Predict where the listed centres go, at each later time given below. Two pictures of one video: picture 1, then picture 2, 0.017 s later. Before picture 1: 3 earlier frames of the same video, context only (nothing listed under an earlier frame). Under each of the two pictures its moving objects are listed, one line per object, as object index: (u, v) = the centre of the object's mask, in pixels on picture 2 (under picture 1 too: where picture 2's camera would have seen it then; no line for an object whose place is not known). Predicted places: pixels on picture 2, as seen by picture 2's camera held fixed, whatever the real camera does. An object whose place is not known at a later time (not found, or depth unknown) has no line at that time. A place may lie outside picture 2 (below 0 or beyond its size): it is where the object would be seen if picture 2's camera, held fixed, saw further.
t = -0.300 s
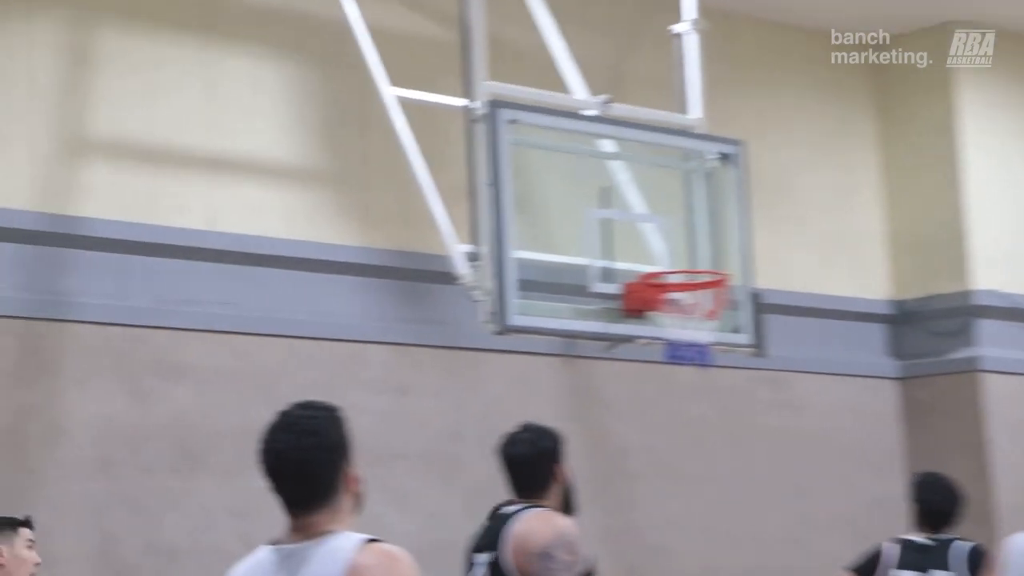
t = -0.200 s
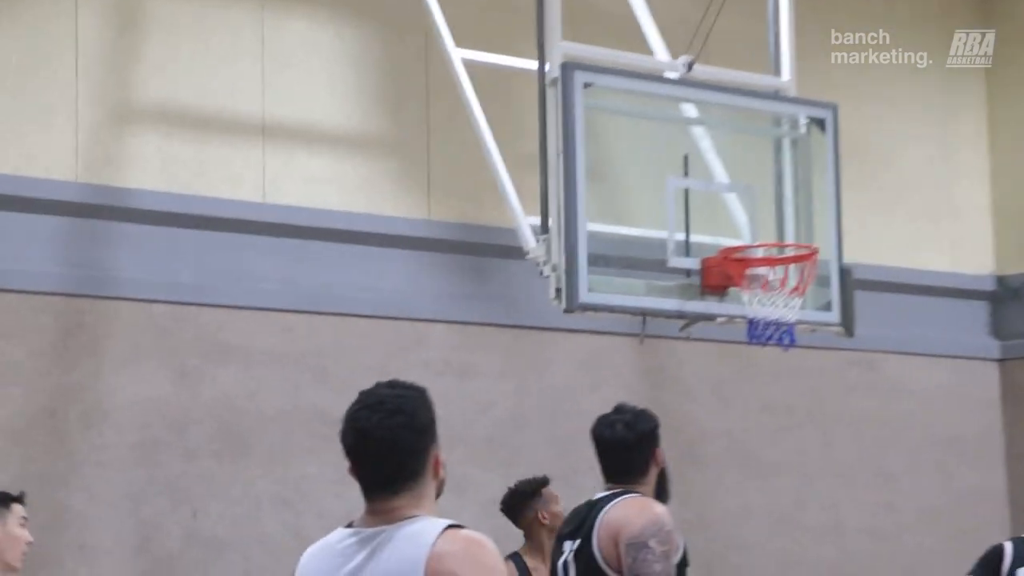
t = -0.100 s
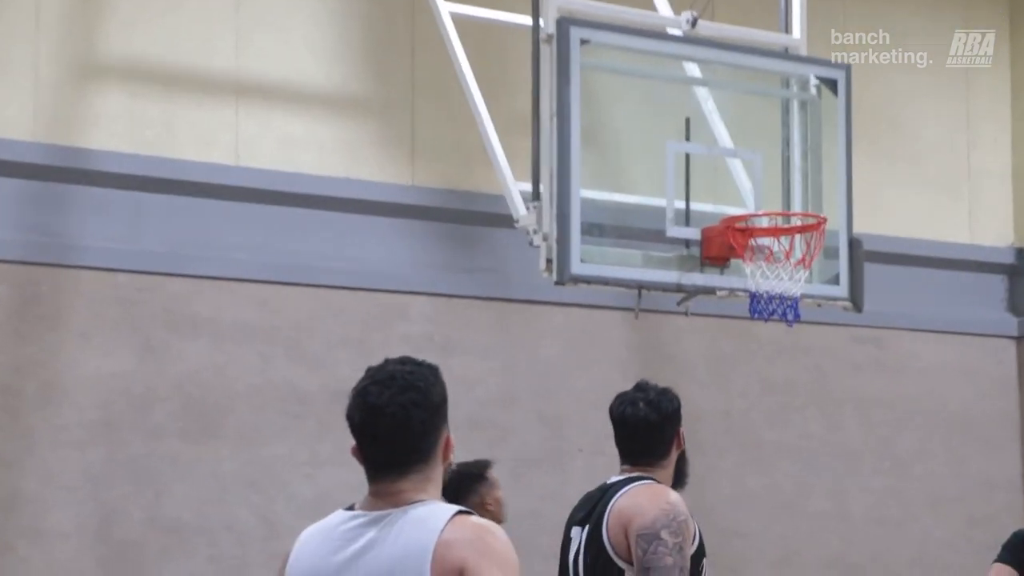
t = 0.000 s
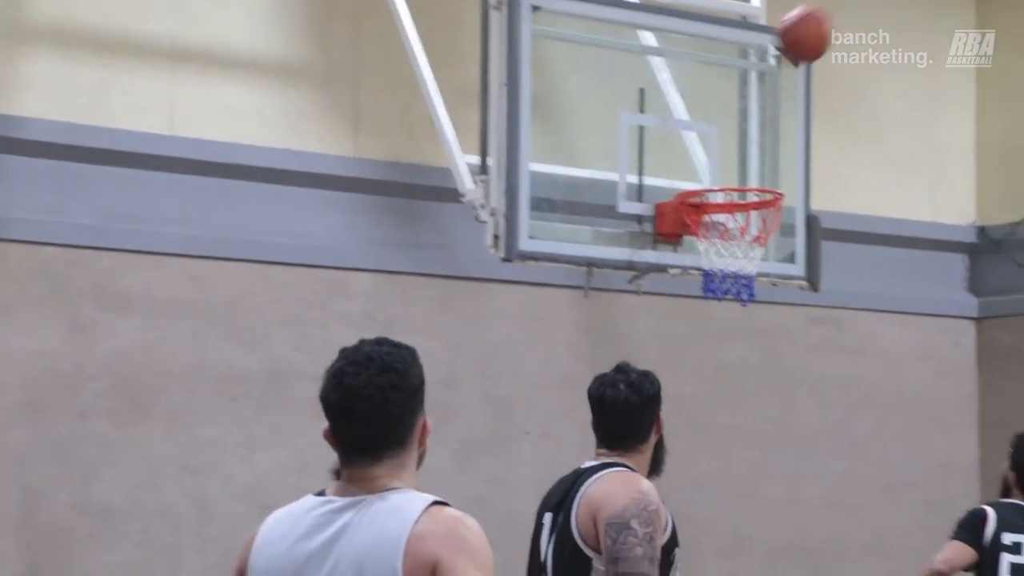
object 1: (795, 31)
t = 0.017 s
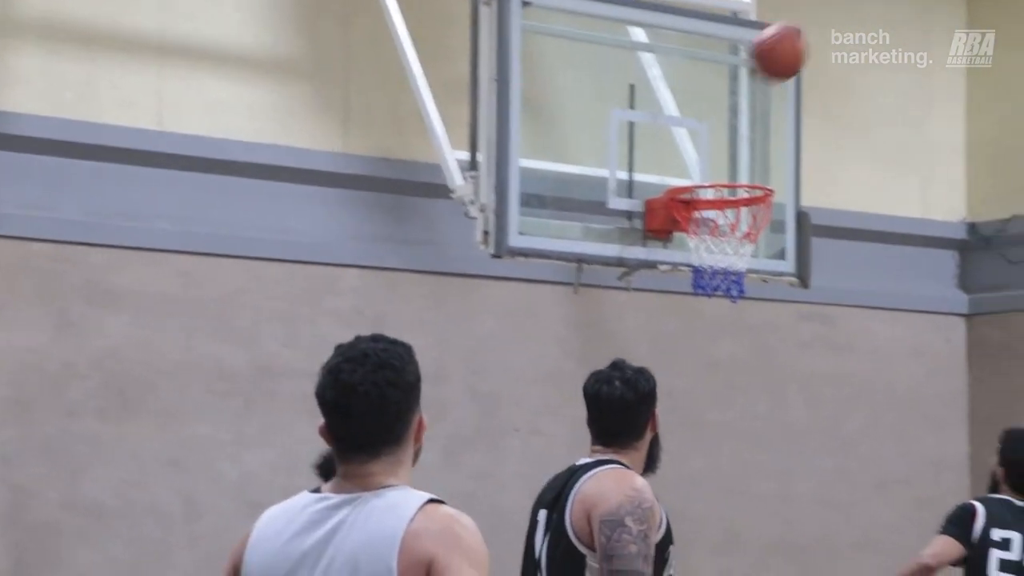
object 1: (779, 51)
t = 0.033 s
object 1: (764, 73)
